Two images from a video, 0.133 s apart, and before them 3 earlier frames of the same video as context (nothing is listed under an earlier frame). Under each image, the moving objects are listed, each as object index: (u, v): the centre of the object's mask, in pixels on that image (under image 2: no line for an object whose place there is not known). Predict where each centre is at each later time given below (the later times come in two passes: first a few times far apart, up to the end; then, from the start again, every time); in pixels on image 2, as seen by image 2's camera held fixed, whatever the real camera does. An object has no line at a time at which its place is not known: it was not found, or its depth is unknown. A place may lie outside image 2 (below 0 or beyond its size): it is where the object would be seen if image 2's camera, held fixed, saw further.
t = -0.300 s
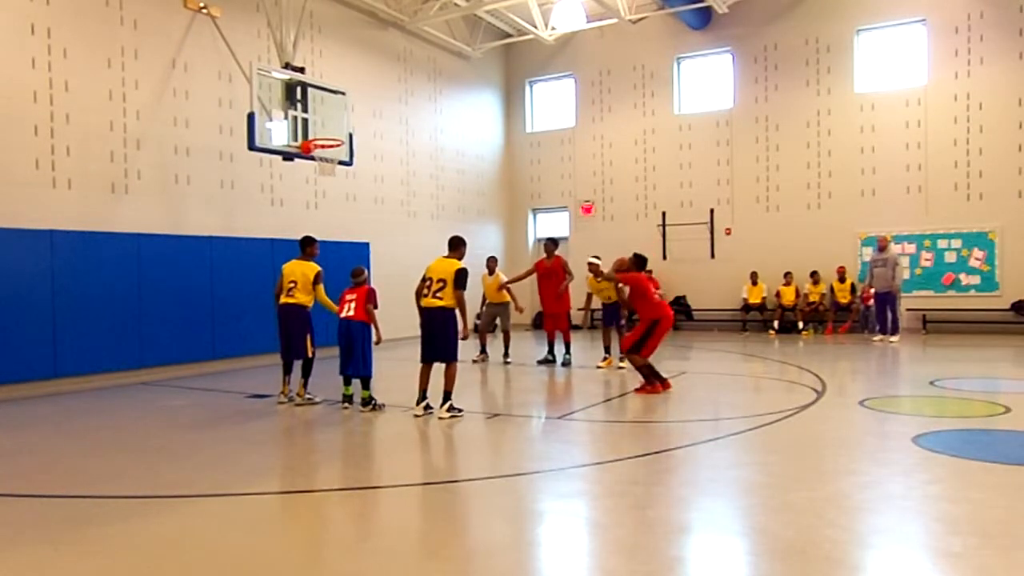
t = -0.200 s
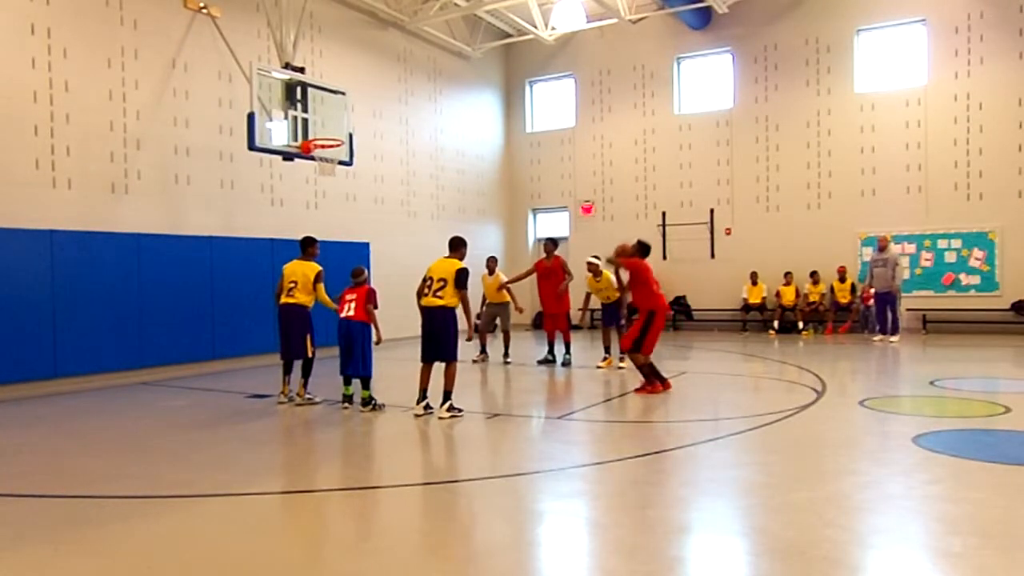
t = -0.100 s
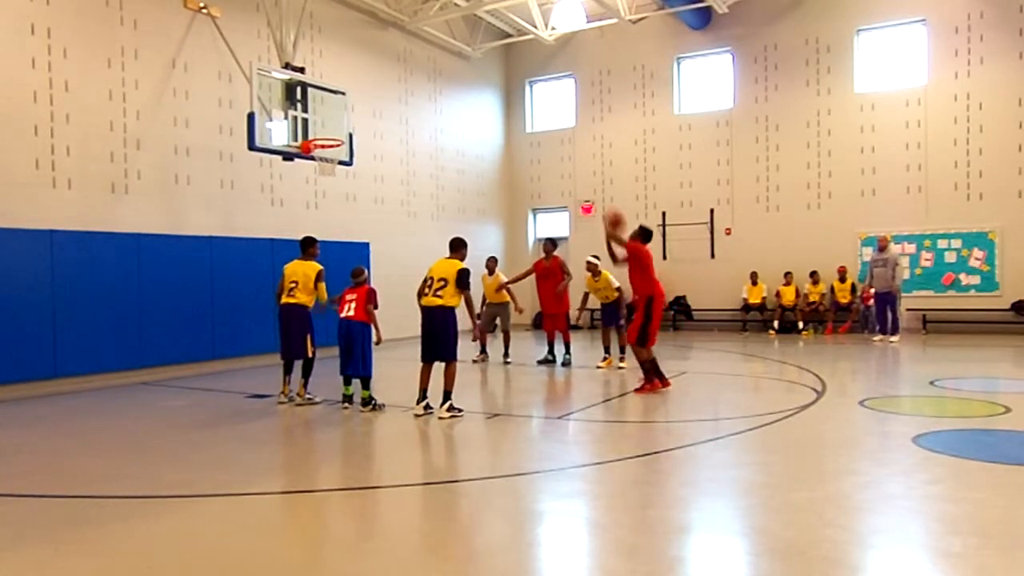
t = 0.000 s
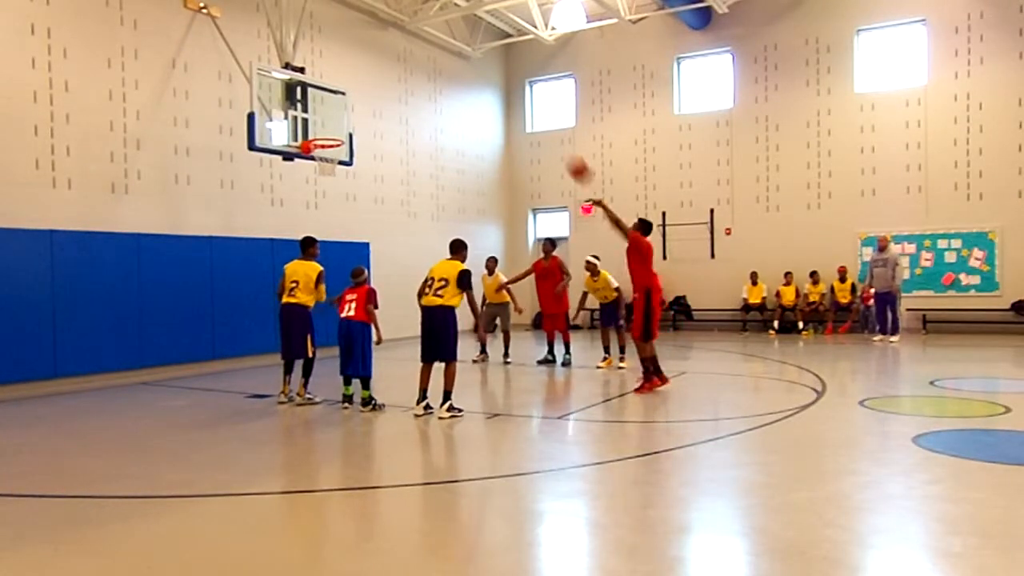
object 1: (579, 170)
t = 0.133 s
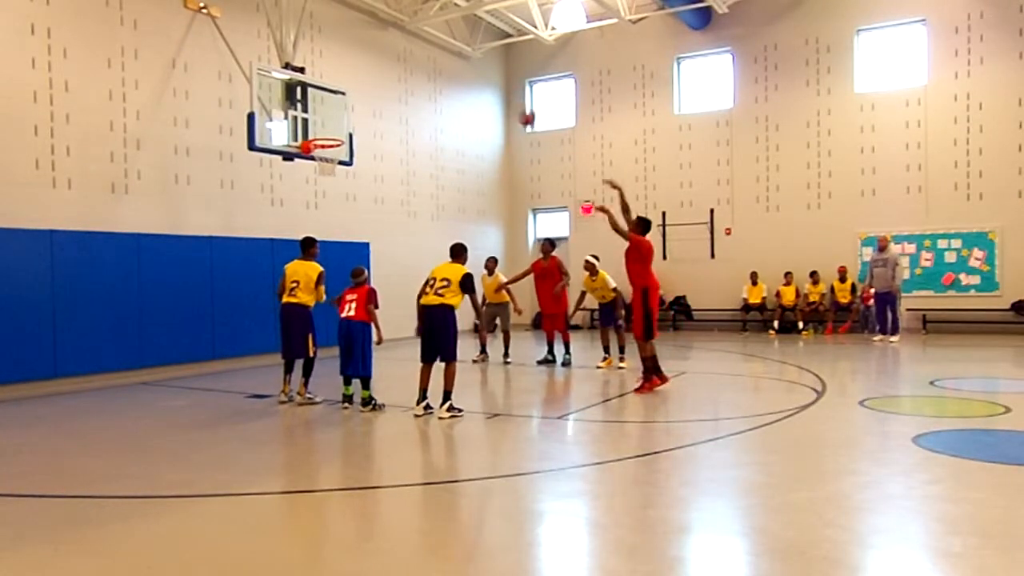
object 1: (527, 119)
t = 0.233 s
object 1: (495, 91)
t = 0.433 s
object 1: (430, 67)
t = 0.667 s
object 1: (363, 80)
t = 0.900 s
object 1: (307, 134)
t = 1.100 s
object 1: (317, 113)
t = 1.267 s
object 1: (331, 117)
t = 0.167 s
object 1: (517, 109)
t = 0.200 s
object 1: (506, 99)
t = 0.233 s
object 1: (495, 91)
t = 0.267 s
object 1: (483, 84)
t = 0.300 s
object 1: (472, 78)
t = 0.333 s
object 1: (461, 74)
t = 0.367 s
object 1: (450, 71)
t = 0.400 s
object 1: (440, 68)
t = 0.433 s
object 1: (430, 67)
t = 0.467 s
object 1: (420, 66)
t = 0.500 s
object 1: (410, 66)
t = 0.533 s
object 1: (400, 68)
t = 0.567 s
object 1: (390, 70)
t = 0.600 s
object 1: (381, 72)
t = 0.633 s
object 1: (372, 76)
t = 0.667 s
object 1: (363, 80)
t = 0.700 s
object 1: (354, 86)
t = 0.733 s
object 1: (346, 92)
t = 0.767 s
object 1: (338, 98)
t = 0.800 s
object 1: (329, 106)
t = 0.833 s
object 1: (321, 114)
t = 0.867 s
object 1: (314, 123)
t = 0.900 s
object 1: (307, 134)
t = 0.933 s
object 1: (305, 130)
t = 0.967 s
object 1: (308, 125)
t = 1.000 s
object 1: (310, 121)
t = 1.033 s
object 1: (312, 118)
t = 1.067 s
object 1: (315, 115)
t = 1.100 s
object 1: (317, 113)
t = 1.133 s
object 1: (320, 112)
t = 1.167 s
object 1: (322, 112)
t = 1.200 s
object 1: (325, 113)
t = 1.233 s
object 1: (328, 115)
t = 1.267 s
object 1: (331, 117)
